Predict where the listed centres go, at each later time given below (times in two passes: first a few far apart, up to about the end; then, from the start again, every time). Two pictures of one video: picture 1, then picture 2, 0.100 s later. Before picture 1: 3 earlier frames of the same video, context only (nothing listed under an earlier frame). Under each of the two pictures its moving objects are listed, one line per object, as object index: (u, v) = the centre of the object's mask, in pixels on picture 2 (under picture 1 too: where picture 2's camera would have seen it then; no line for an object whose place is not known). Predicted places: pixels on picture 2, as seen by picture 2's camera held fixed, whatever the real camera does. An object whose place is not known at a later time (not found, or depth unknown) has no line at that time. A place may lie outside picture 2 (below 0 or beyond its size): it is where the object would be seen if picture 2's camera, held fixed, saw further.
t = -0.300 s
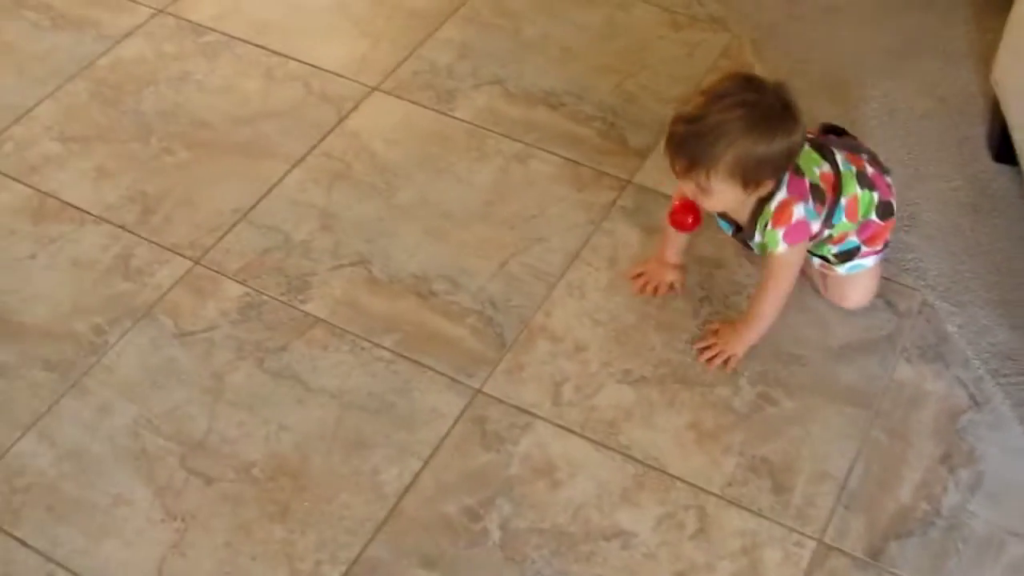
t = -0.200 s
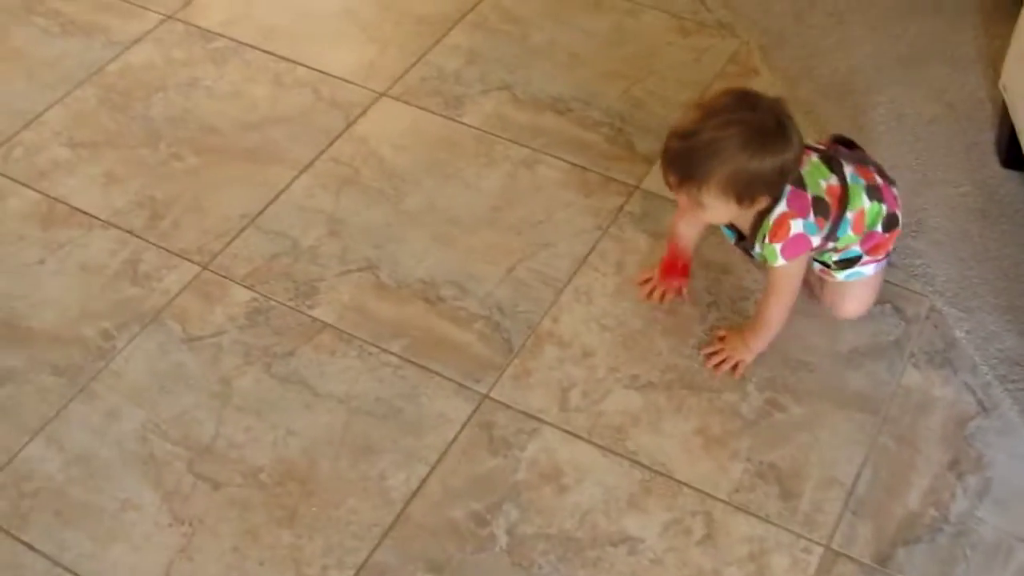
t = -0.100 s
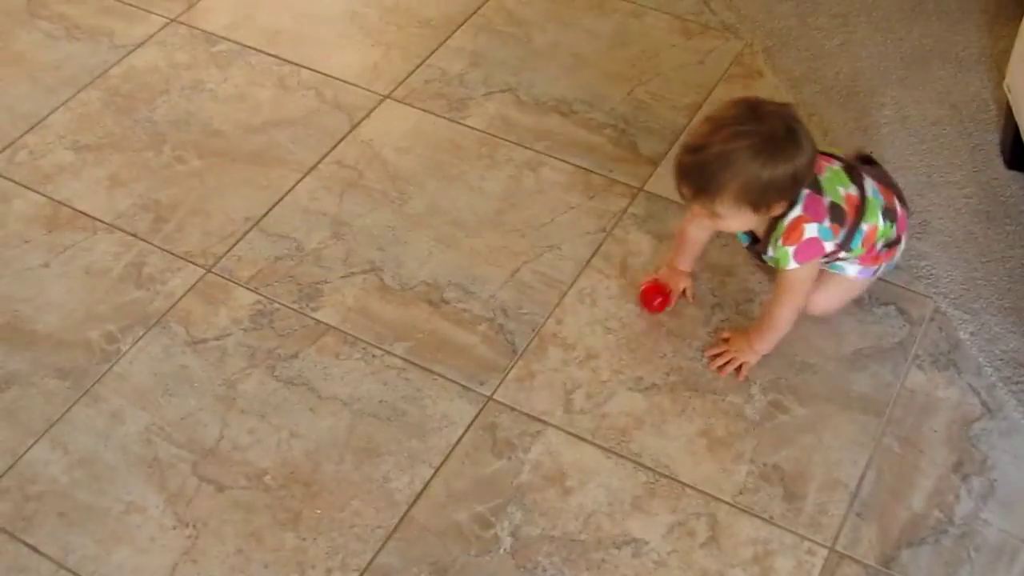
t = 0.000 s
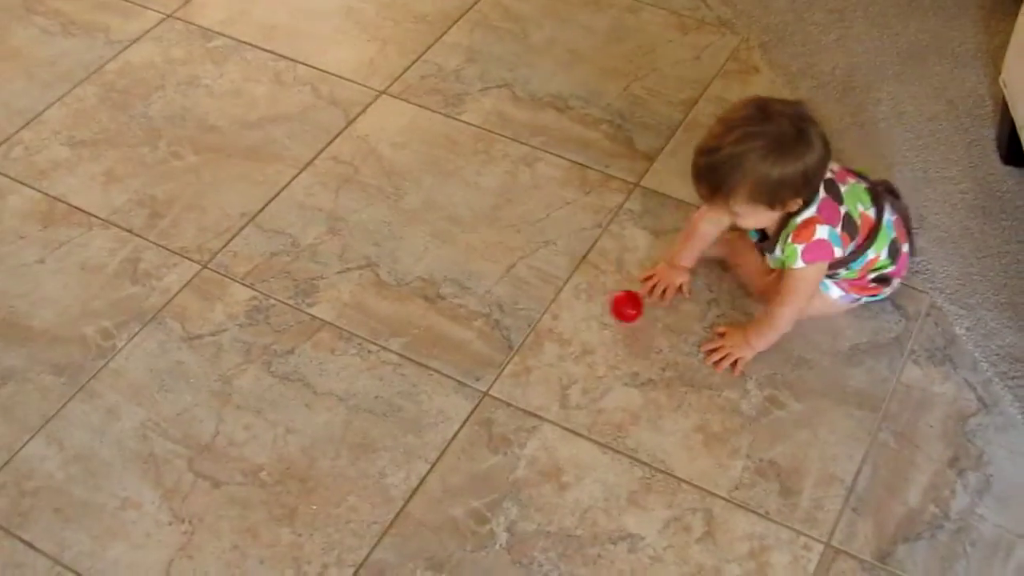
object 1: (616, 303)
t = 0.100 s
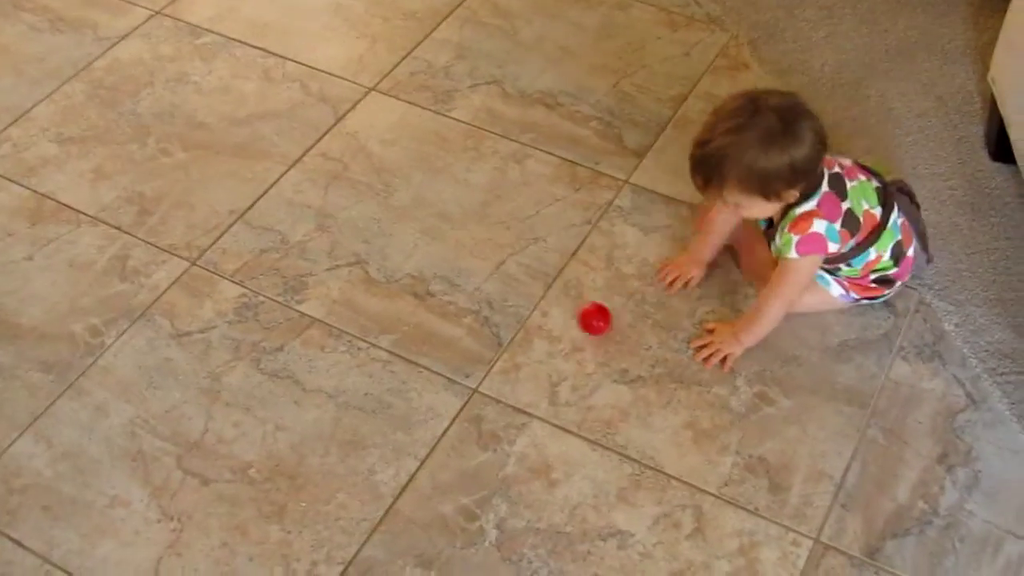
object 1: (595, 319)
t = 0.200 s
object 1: (576, 328)
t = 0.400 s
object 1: (533, 351)
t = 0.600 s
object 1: (486, 385)
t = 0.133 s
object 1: (589, 317)
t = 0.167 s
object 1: (583, 320)
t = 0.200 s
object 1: (576, 328)
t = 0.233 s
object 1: (569, 332)
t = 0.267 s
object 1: (562, 332)
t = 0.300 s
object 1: (555, 337)
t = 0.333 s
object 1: (547, 345)
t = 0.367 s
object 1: (540, 347)
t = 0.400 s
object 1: (533, 351)
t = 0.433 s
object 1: (526, 360)
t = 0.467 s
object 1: (518, 362)
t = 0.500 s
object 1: (511, 367)
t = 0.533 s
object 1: (503, 375)
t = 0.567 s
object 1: (495, 378)
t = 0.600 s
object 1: (486, 385)
